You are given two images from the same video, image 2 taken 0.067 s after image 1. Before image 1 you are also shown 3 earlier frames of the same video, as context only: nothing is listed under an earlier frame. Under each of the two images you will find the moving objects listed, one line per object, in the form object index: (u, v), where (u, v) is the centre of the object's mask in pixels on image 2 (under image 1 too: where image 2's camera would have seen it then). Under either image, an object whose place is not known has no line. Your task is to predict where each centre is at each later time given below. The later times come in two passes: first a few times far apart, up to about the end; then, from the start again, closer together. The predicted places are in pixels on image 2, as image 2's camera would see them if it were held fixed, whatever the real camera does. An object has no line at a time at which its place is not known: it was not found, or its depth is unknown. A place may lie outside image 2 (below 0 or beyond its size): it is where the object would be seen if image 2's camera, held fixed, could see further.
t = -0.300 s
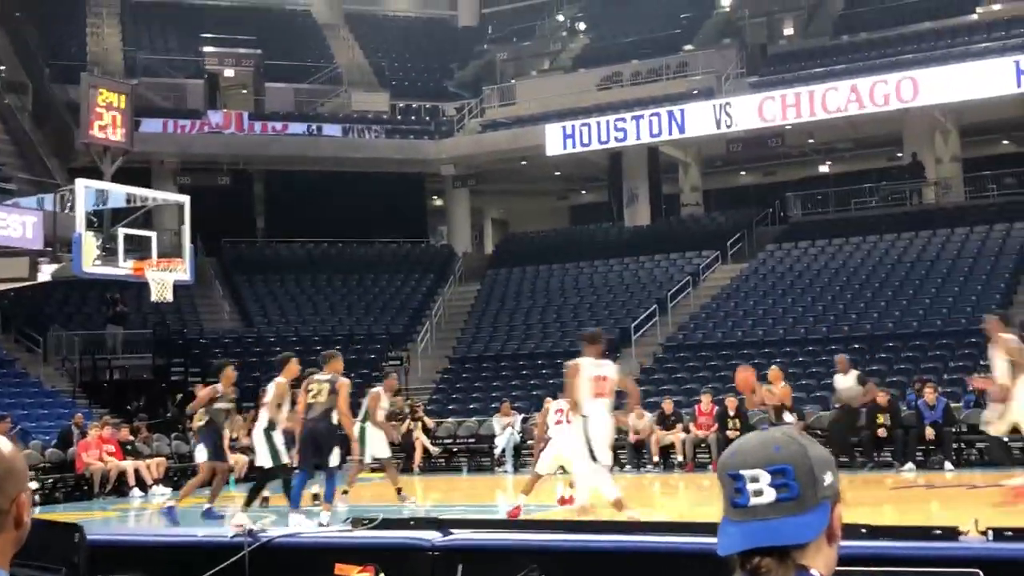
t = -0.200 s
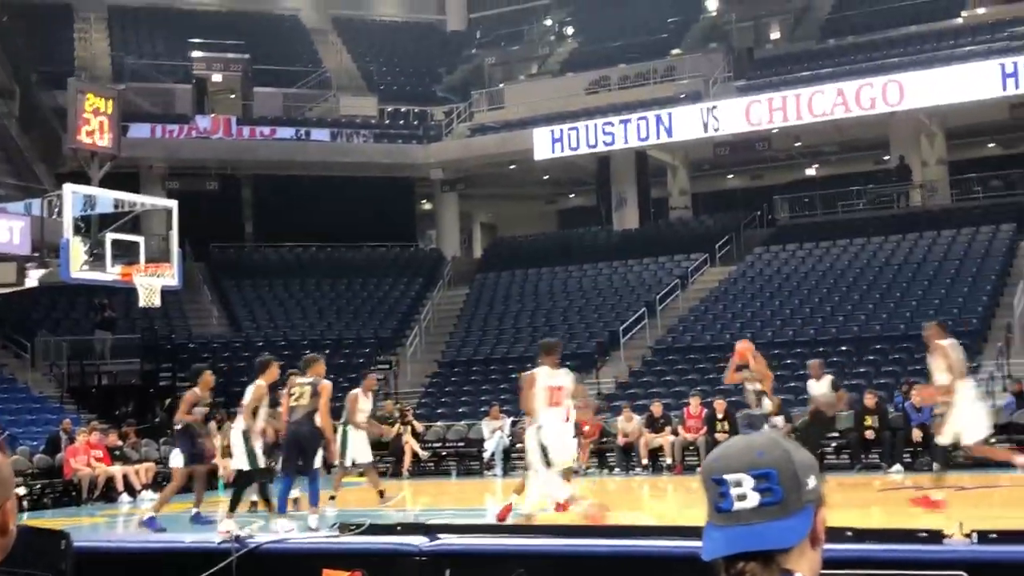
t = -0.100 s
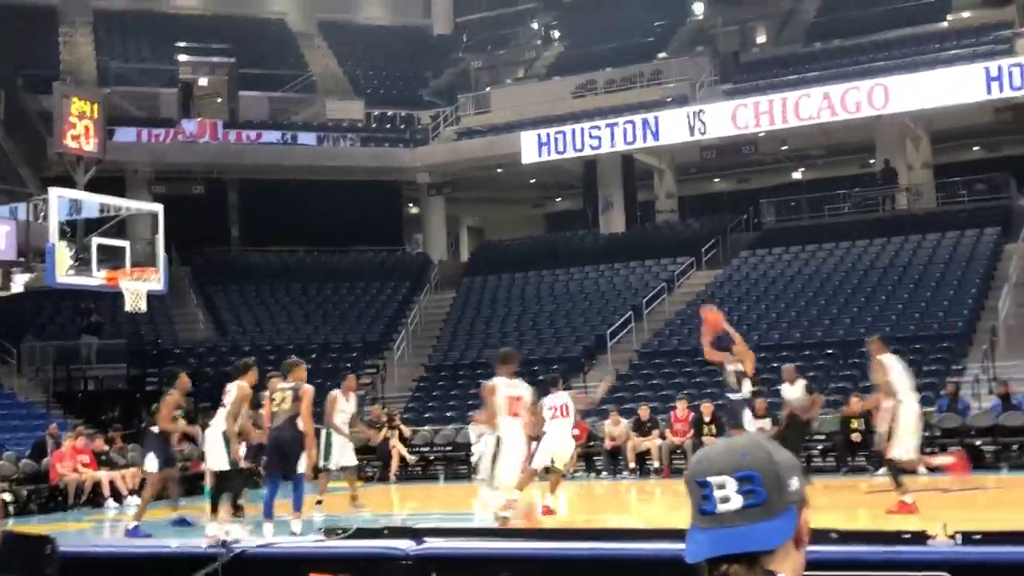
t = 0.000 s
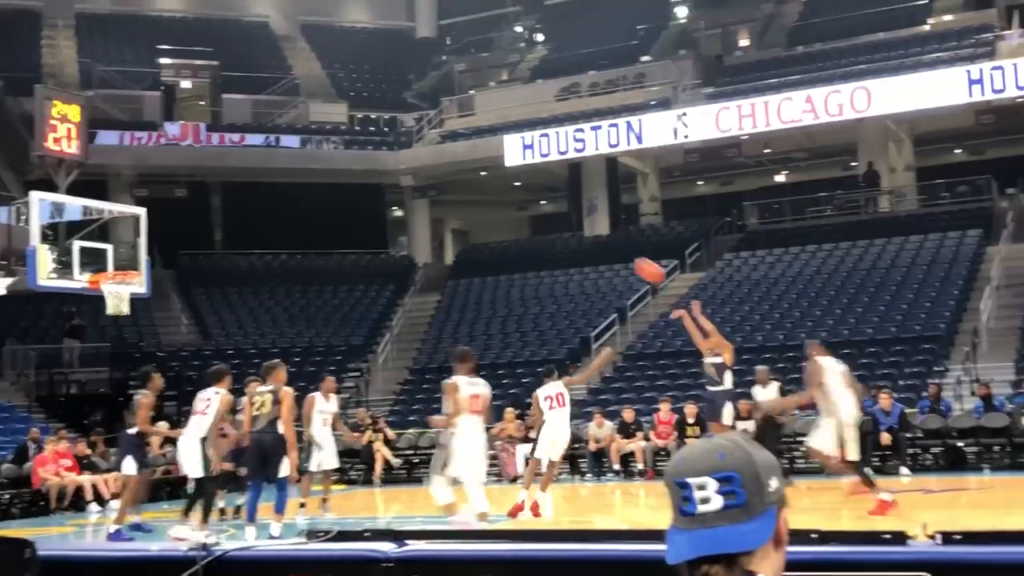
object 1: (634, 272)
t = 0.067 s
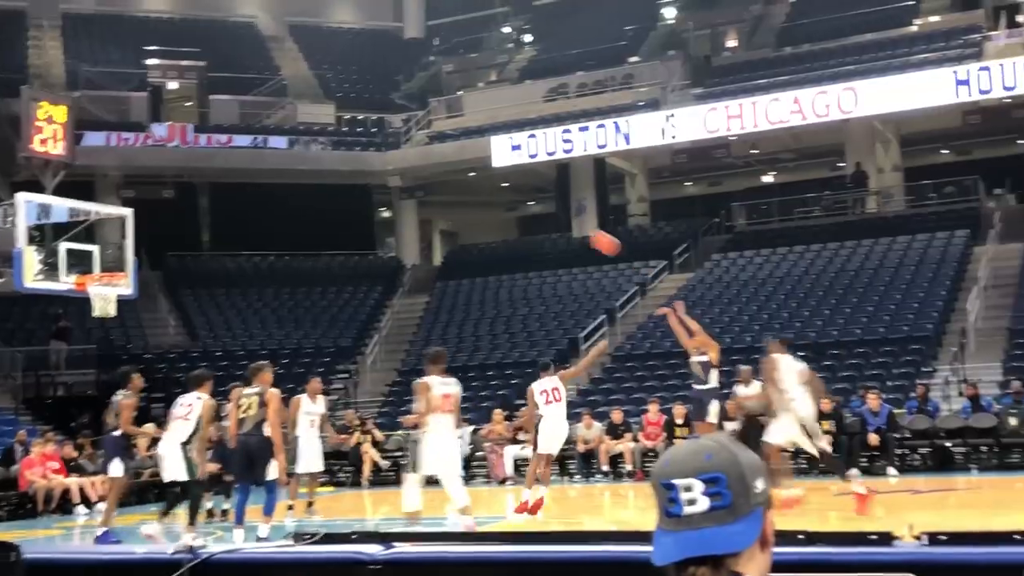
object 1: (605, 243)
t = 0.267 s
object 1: (506, 178)
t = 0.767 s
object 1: (268, 150)
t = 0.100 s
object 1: (589, 229)
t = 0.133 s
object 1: (573, 216)
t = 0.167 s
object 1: (557, 205)
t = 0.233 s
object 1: (524, 186)
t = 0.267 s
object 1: (506, 178)
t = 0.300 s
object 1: (488, 170)
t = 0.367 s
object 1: (457, 156)
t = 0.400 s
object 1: (440, 149)
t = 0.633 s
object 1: (332, 137)
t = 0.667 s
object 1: (316, 136)
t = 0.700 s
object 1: (299, 140)
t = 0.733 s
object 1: (284, 145)
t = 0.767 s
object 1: (268, 150)
